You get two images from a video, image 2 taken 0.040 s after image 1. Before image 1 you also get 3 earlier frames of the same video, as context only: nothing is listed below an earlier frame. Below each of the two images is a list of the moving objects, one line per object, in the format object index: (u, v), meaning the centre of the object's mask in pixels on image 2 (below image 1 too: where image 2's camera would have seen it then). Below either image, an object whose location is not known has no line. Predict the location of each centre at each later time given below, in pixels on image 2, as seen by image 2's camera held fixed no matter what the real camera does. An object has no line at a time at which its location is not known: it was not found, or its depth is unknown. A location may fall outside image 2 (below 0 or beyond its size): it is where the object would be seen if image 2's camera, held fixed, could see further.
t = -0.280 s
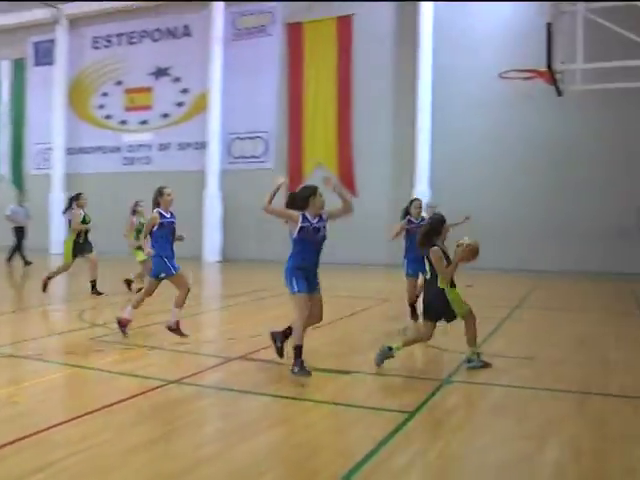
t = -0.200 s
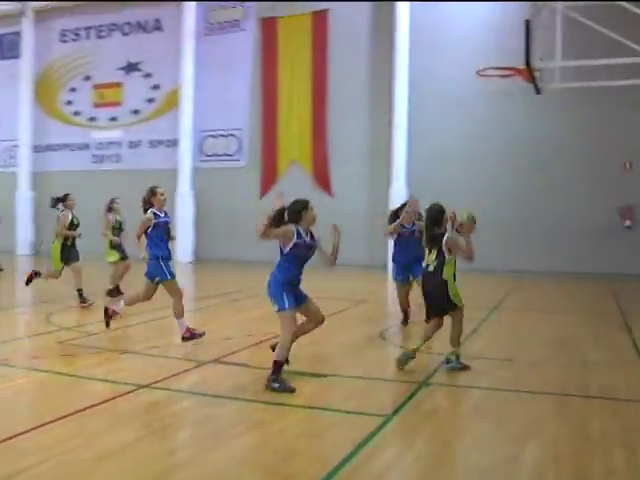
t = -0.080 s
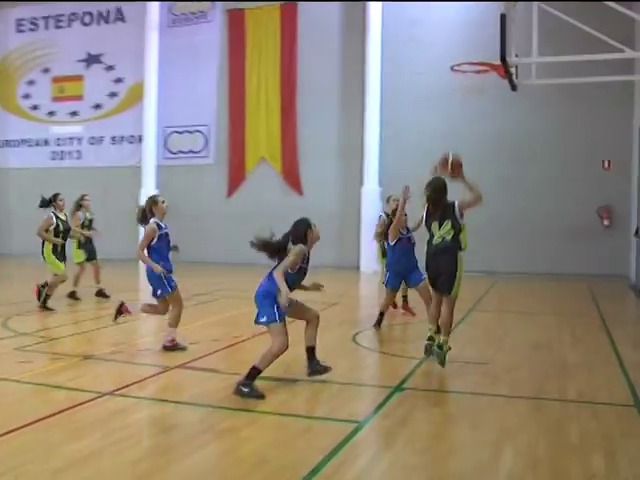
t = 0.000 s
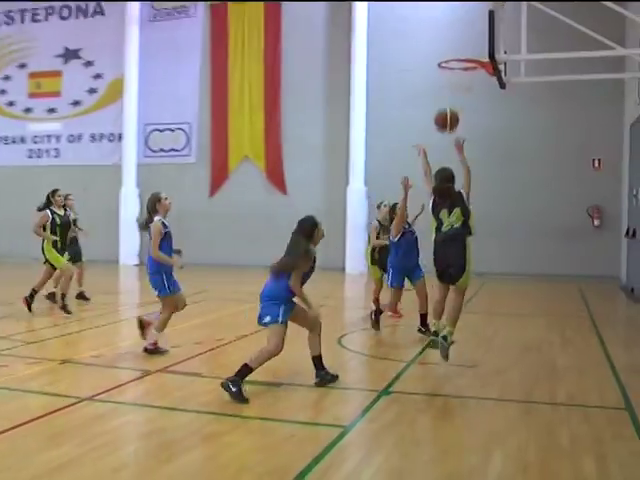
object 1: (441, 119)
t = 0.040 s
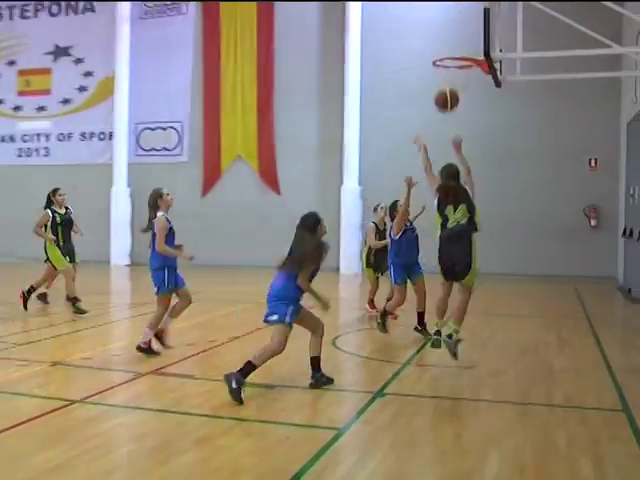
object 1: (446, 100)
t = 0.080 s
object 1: (451, 82)
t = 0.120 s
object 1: (457, 65)
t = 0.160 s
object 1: (462, 49)
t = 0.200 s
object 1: (467, 34)
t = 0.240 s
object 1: (472, 23)
